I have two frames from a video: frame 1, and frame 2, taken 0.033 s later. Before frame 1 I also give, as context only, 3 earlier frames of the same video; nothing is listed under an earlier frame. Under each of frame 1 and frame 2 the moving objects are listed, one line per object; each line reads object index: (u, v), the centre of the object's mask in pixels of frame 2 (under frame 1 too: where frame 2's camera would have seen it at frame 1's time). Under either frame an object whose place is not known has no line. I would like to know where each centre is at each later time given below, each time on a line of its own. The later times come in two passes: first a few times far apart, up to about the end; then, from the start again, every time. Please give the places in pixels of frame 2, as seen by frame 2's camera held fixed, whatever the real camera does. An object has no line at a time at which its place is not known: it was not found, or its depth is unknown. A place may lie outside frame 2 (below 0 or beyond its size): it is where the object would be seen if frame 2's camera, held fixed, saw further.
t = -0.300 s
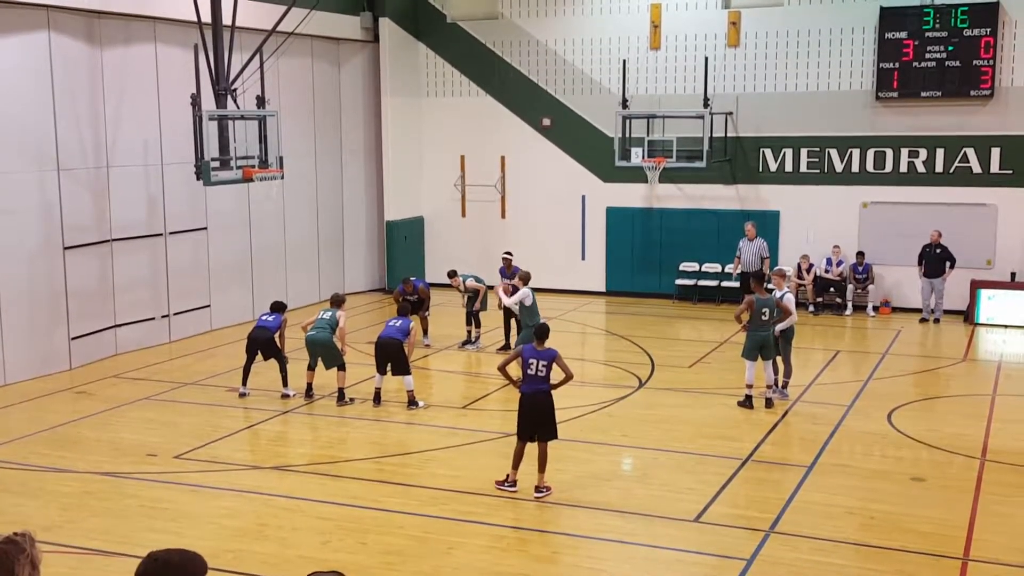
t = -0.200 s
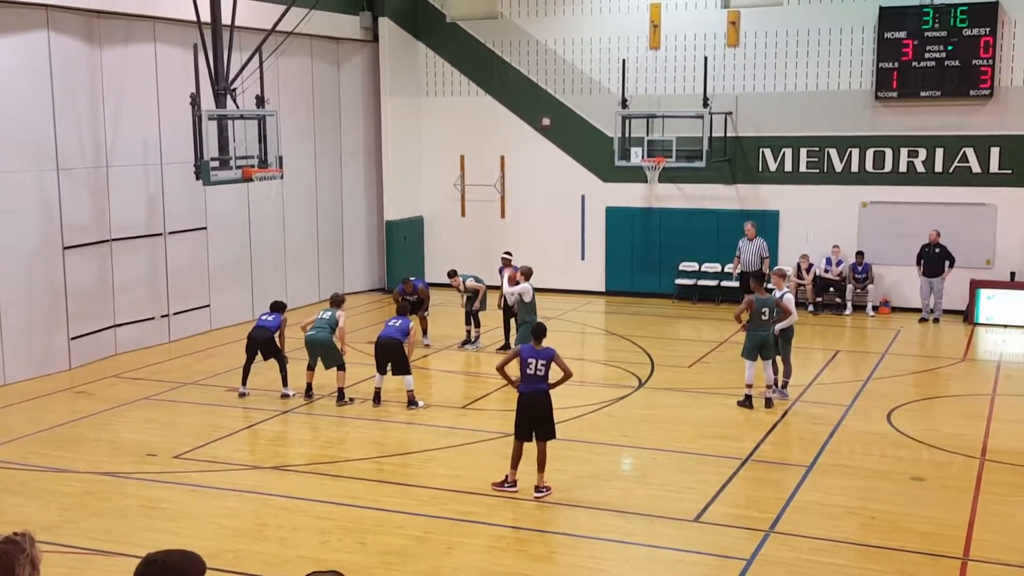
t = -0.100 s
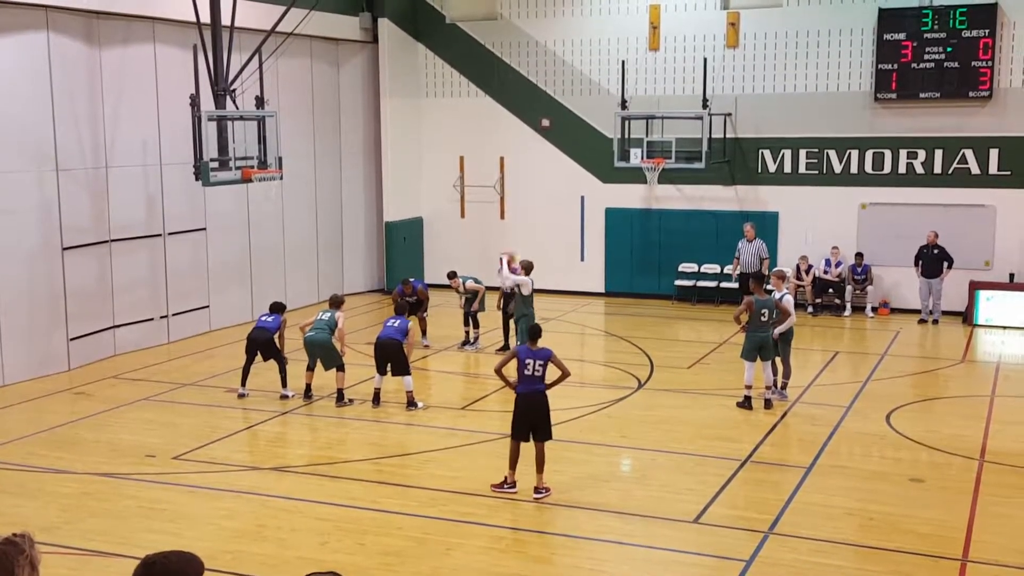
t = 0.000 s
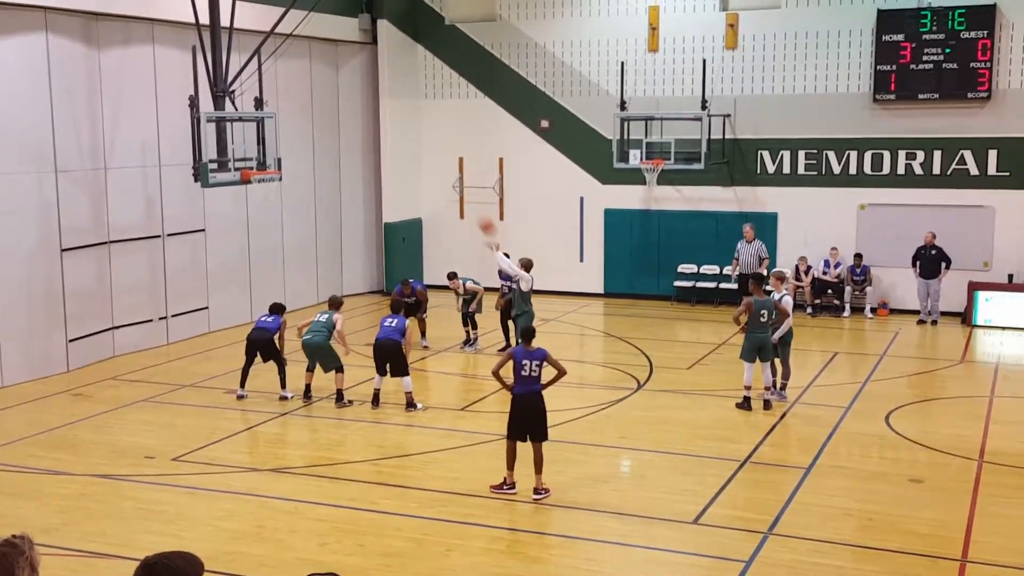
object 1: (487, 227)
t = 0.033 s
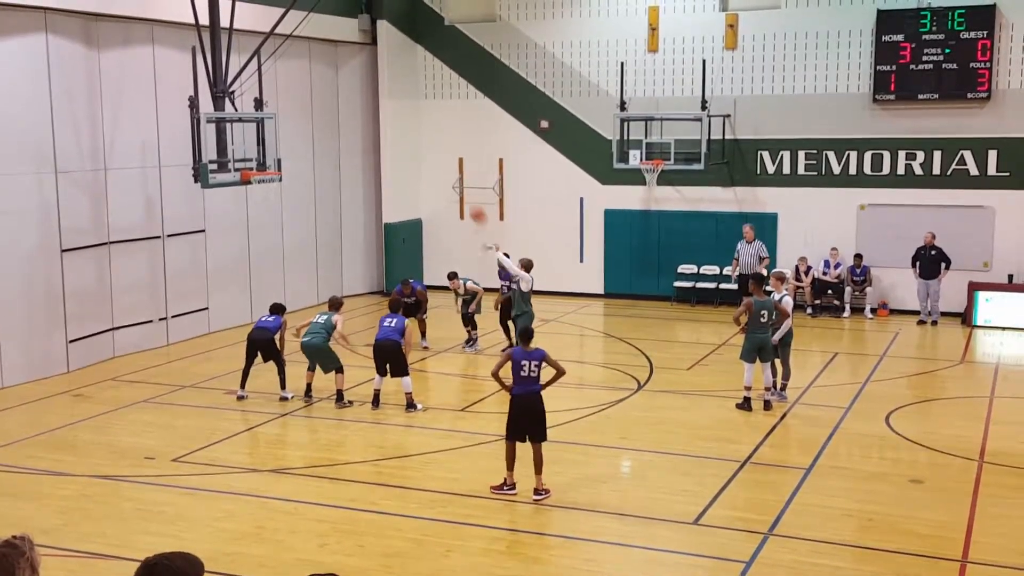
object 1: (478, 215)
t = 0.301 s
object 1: (409, 148)
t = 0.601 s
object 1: (334, 130)
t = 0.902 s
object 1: (267, 167)
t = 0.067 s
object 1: (470, 204)
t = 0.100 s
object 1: (460, 194)
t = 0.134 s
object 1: (453, 185)
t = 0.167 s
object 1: (442, 175)
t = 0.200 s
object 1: (434, 167)
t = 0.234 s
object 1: (425, 160)
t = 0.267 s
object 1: (417, 154)
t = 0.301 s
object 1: (409, 148)
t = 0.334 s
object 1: (399, 143)
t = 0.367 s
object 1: (391, 138)
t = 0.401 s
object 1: (382, 134)
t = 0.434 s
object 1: (374, 131)
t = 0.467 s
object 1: (366, 131)
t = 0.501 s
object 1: (358, 129)
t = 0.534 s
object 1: (350, 129)
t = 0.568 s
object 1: (342, 129)
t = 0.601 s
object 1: (334, 130)
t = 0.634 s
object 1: (326, 132)
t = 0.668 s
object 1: (318, 134)
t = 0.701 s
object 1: (311, 137)
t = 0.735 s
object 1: (304, 140)
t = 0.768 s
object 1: (297, 145)
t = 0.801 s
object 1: (289, 149)
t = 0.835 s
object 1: (282, 155)
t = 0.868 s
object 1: (275, 162)
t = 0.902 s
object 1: (267, 167)
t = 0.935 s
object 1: (262, 168)
